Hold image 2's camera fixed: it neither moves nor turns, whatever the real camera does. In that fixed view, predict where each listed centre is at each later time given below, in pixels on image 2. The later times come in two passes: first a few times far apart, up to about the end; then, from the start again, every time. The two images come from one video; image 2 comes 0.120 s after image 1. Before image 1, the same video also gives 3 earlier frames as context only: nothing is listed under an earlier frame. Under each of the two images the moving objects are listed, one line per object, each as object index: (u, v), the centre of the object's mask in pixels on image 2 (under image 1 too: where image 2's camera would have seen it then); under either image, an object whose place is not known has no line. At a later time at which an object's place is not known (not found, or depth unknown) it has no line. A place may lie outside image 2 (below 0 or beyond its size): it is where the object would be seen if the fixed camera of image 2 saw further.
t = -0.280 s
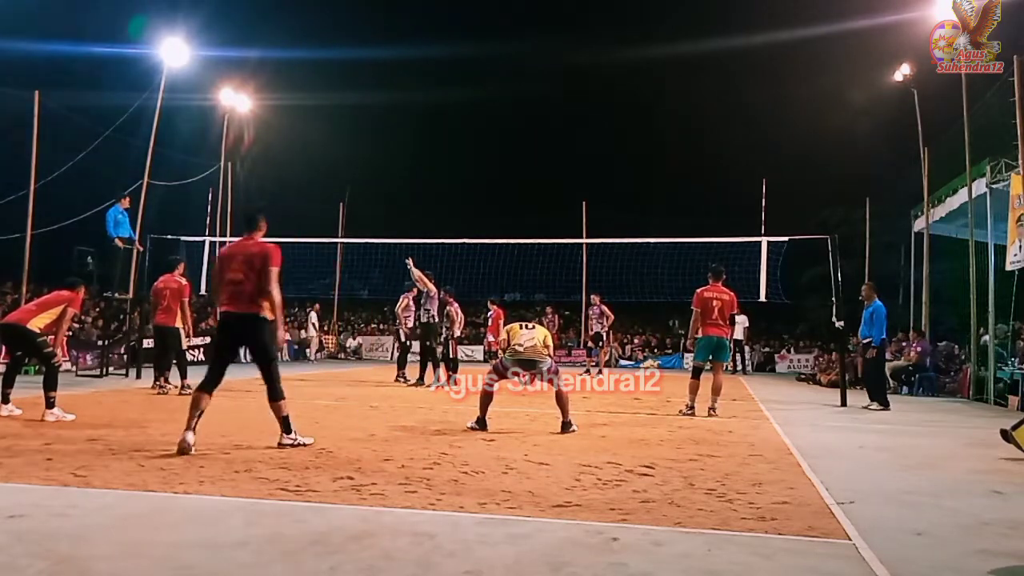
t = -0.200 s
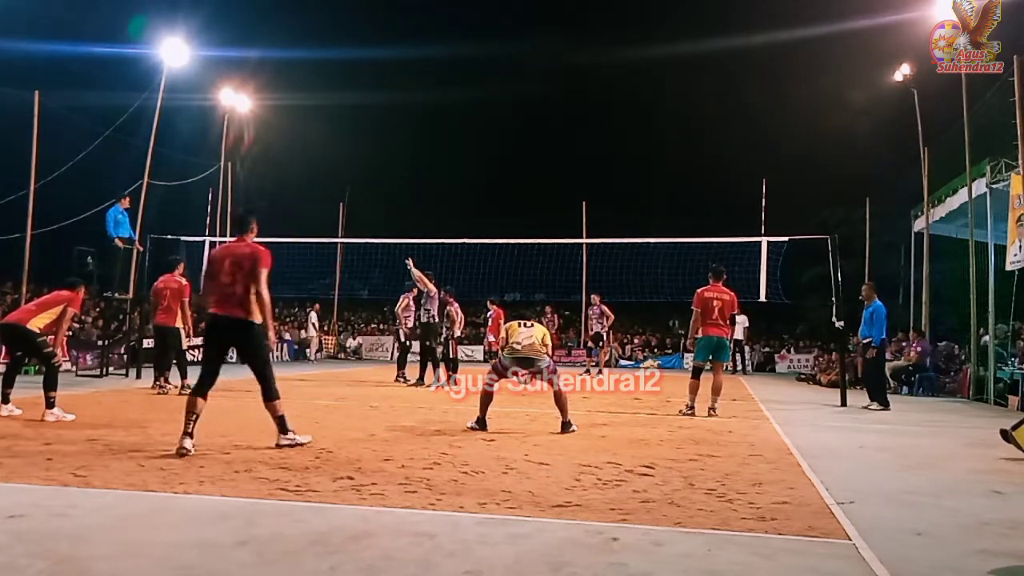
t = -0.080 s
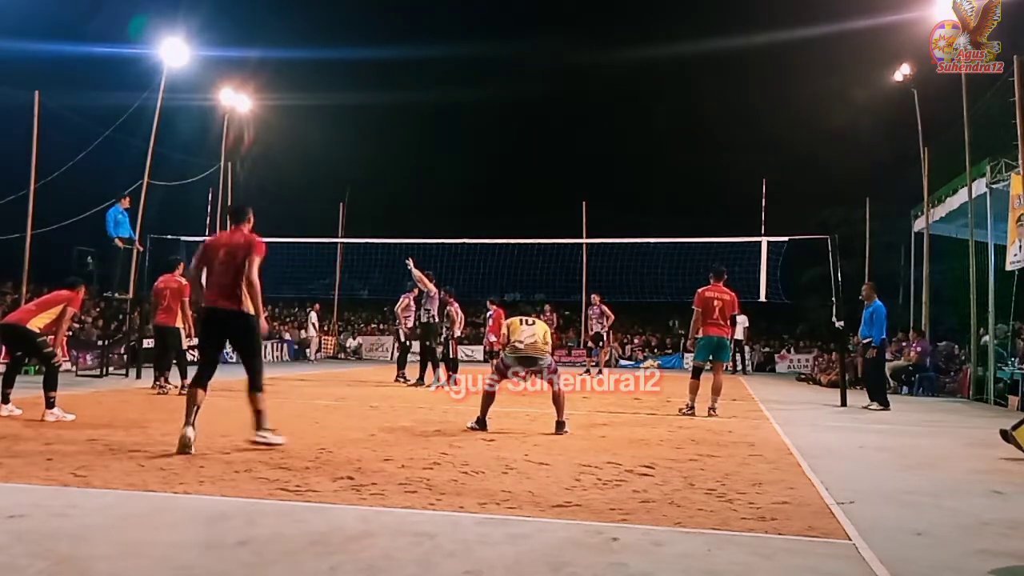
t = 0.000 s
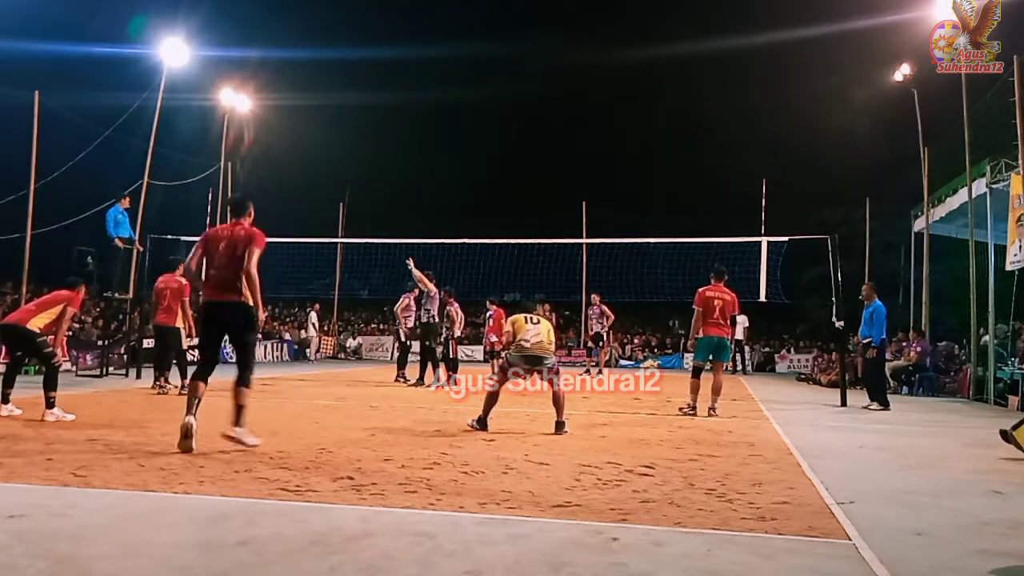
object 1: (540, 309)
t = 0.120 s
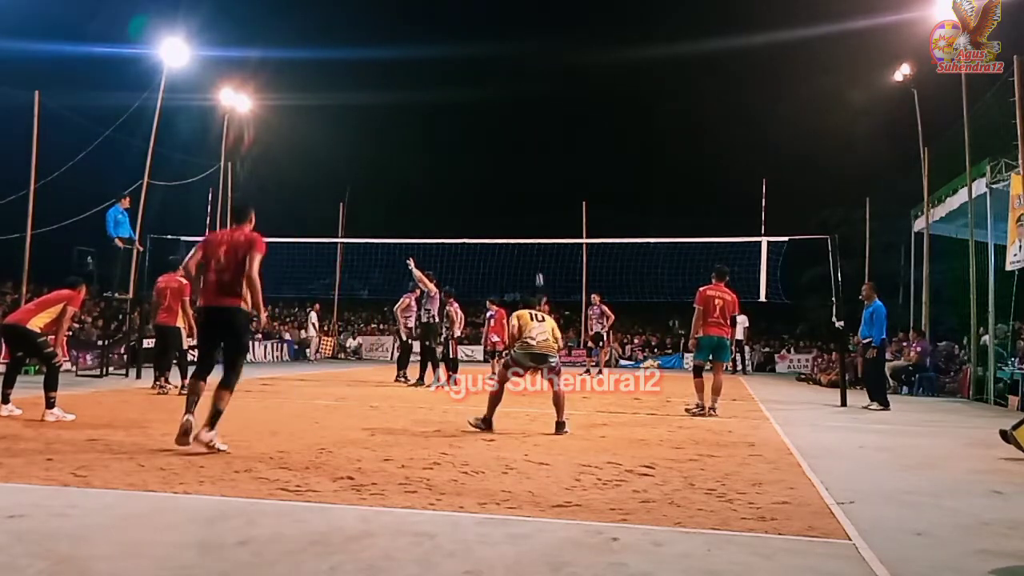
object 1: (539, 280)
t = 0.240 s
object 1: (538, 254)
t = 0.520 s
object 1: (536, 210)
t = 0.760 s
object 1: (534, 194)
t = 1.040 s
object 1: (530, 200)
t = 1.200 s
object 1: (528, 217)
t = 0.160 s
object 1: (539, 271)
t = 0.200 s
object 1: (539, 262)
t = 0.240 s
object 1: (538, 254)
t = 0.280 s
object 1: (538, 247)
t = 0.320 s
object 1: (538, 235)
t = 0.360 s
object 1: (537, 232)
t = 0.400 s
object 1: (538, 225)
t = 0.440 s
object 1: (537, 220)
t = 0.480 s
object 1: (537, 215)
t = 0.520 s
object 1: (536, 210)
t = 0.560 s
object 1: (536, 207)
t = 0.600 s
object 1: (536, 203)
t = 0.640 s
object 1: (535, 200)
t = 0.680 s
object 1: (535, 198)
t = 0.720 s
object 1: (534, 196)
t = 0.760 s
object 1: (534, 194)
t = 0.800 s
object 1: (533, 193)
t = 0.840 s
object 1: (533, 194)
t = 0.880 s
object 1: (532, 194)
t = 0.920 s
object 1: (532, 195)
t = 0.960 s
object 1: (531, 196)
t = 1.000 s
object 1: (531, 198)
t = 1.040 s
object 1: (530, 200)
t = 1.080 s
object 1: (530, 204)
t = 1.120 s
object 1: (529, 207)
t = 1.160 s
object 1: (529, 212)
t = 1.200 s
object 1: (528, 217)
